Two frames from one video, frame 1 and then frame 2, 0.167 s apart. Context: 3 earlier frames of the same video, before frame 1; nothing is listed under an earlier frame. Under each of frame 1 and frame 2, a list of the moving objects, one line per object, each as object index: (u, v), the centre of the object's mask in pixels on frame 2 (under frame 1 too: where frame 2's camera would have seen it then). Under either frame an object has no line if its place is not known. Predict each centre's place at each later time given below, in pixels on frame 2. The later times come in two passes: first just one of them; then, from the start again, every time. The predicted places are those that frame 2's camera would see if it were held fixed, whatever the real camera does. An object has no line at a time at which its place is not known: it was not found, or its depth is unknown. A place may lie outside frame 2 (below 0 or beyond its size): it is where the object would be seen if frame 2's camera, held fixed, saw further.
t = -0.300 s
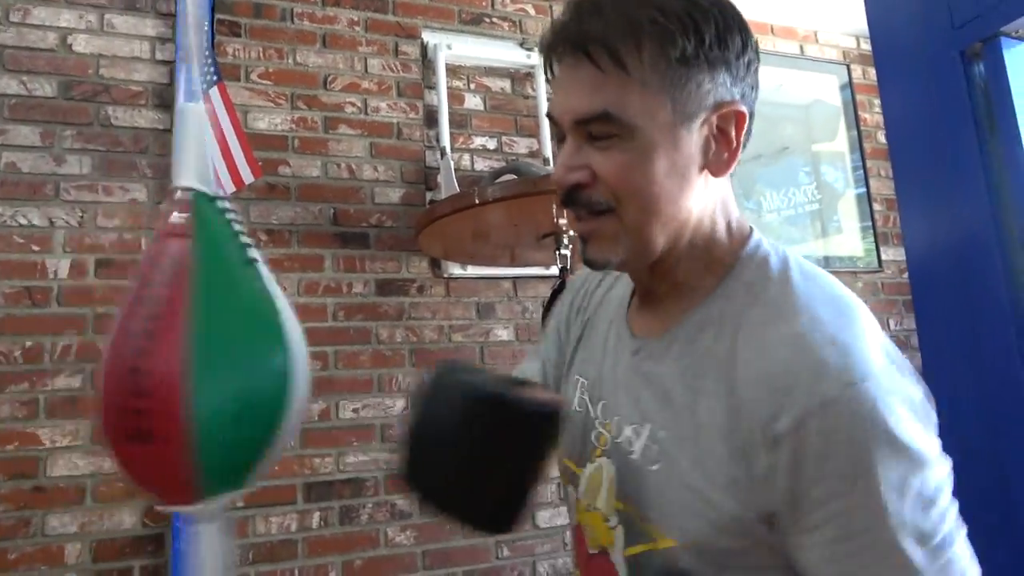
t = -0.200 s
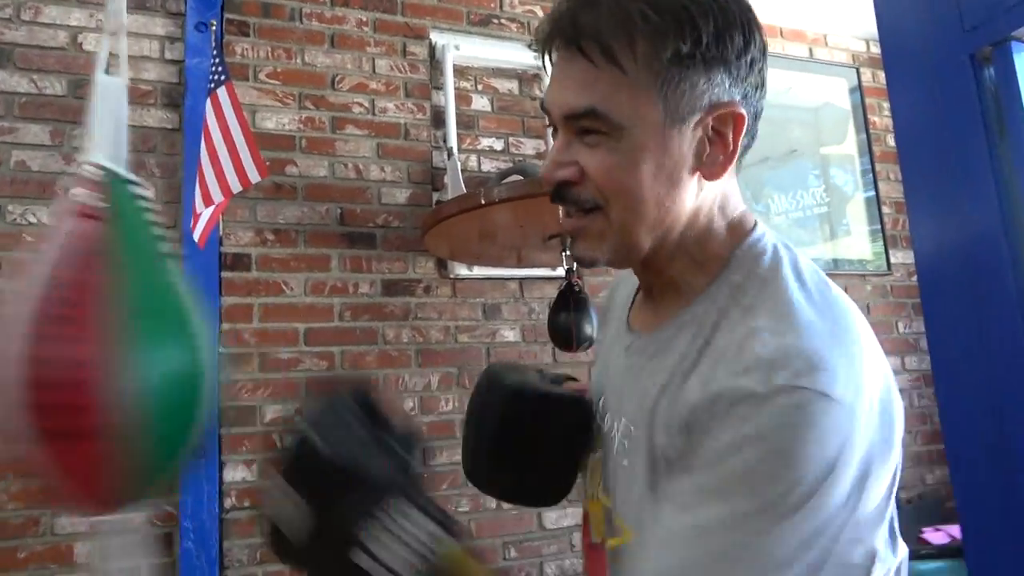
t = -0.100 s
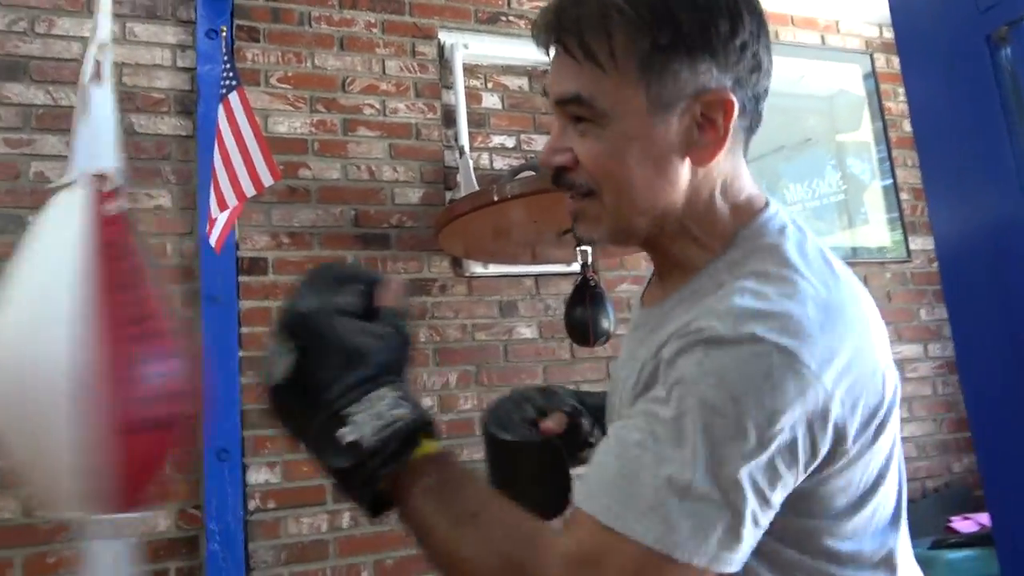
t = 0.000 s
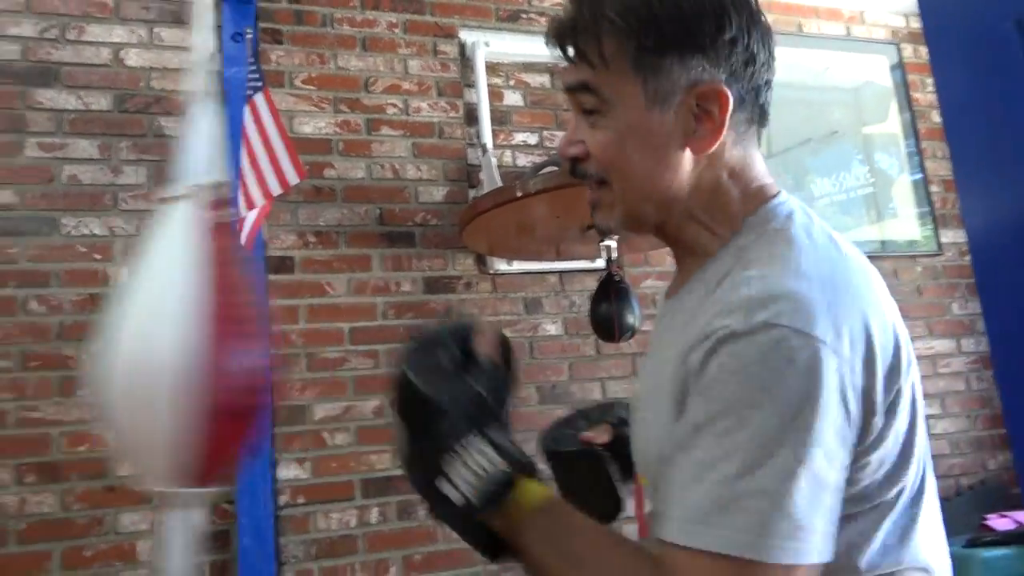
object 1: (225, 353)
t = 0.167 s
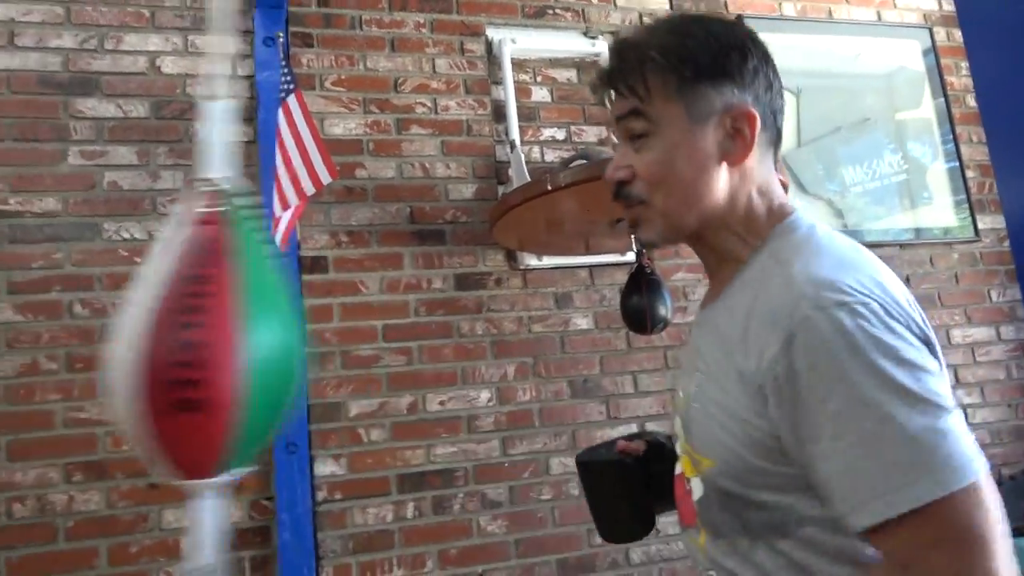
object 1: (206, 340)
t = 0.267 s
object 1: (300, 322)
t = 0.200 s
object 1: (185, 338)
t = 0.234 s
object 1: (238, 325)
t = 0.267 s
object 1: (300, 322)
